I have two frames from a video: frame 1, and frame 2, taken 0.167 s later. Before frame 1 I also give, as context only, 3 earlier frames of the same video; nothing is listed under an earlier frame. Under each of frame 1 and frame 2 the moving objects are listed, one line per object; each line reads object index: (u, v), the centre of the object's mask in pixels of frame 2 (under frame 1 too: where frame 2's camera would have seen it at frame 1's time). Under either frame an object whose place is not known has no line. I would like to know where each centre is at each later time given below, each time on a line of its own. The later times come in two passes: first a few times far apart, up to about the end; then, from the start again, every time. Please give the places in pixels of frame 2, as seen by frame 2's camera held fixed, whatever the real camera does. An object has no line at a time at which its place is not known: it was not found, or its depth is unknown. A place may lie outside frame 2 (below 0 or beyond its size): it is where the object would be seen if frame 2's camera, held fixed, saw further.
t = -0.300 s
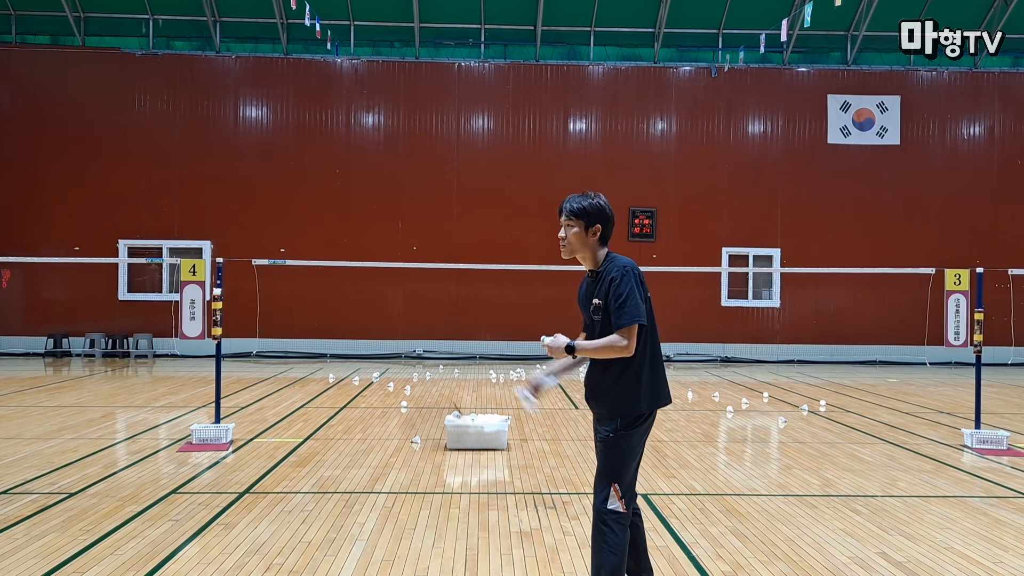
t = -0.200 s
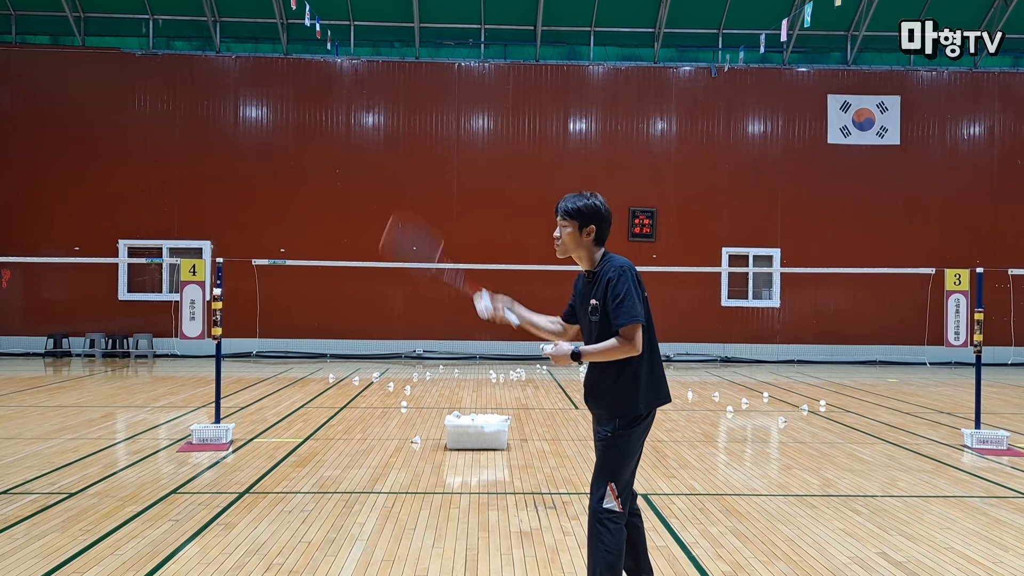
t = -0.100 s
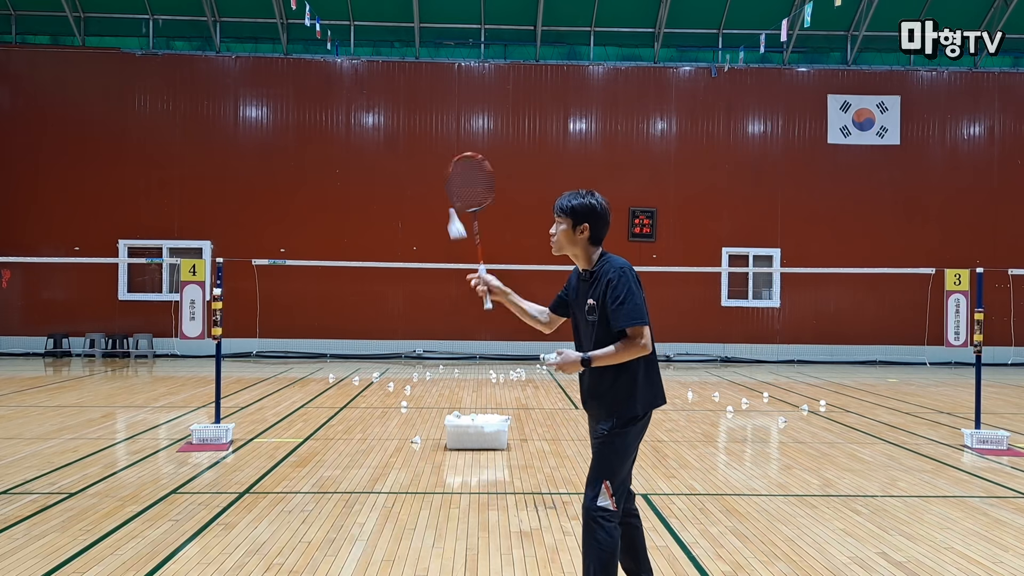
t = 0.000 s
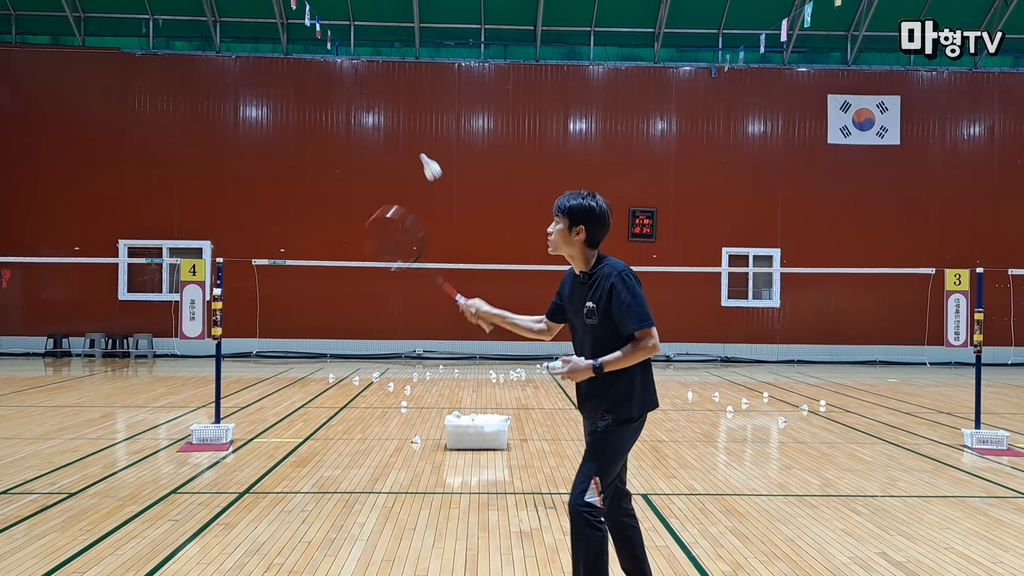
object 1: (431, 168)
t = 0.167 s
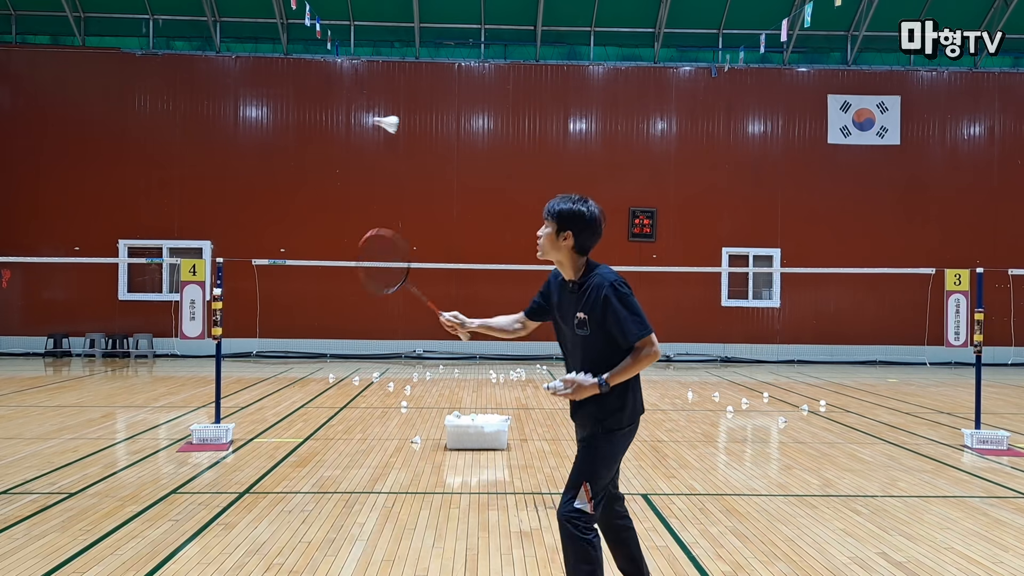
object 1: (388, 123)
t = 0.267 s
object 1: (360, 129)
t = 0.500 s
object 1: (294, 236)
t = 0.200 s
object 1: (378, 122)
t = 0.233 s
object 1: (369, 124)
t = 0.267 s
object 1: (360, 129)
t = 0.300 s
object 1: (351, 136)
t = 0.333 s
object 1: (341, 146)
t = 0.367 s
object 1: (332, 158)
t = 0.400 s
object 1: (322, 173)
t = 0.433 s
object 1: (312, 191)
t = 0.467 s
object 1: (302, 212)
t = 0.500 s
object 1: (294, 236)
